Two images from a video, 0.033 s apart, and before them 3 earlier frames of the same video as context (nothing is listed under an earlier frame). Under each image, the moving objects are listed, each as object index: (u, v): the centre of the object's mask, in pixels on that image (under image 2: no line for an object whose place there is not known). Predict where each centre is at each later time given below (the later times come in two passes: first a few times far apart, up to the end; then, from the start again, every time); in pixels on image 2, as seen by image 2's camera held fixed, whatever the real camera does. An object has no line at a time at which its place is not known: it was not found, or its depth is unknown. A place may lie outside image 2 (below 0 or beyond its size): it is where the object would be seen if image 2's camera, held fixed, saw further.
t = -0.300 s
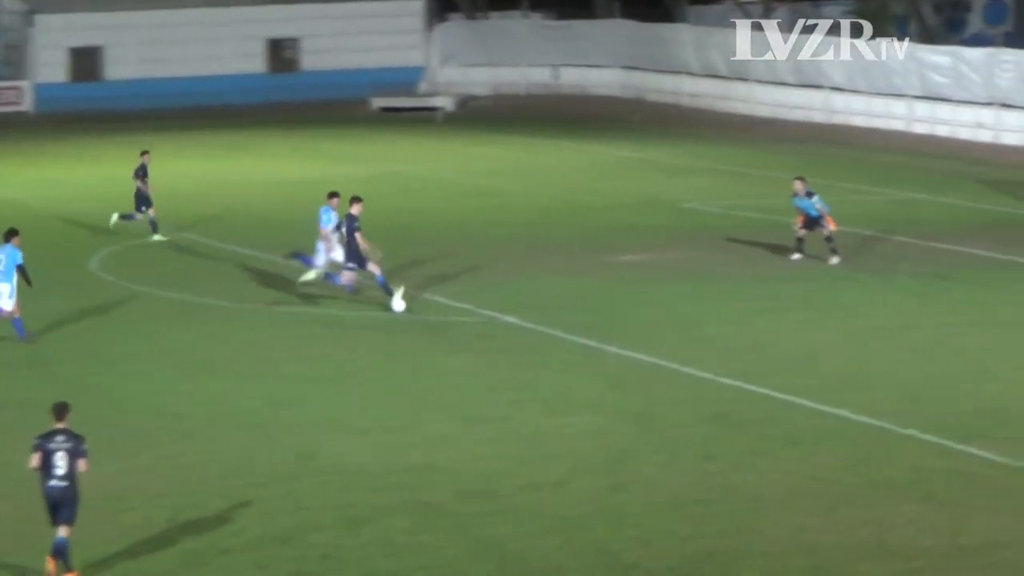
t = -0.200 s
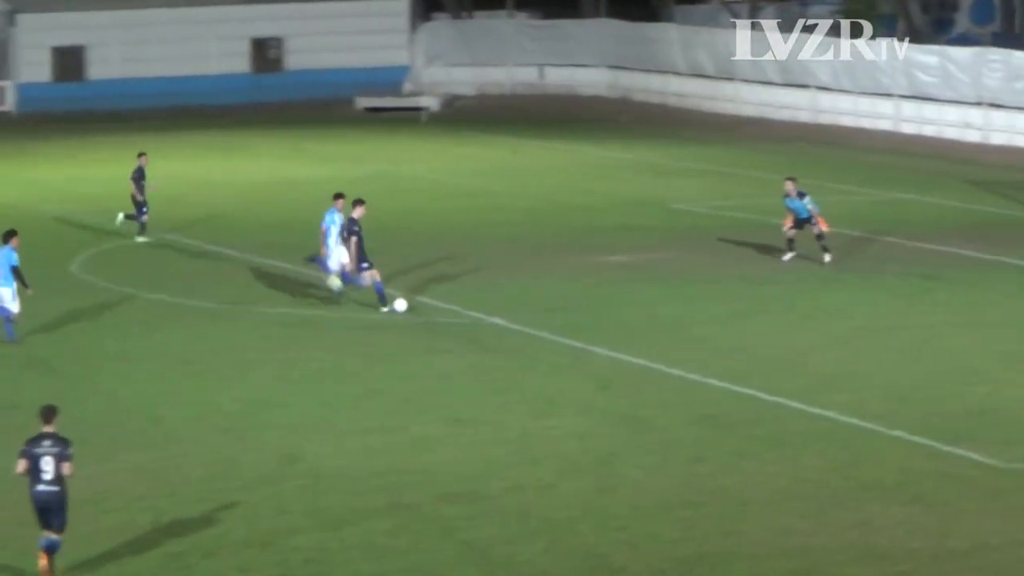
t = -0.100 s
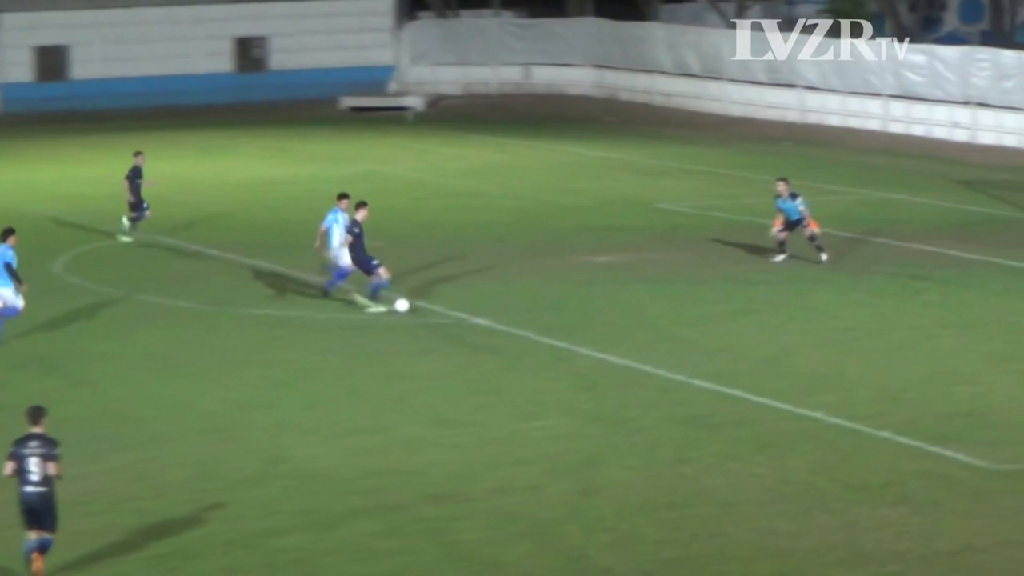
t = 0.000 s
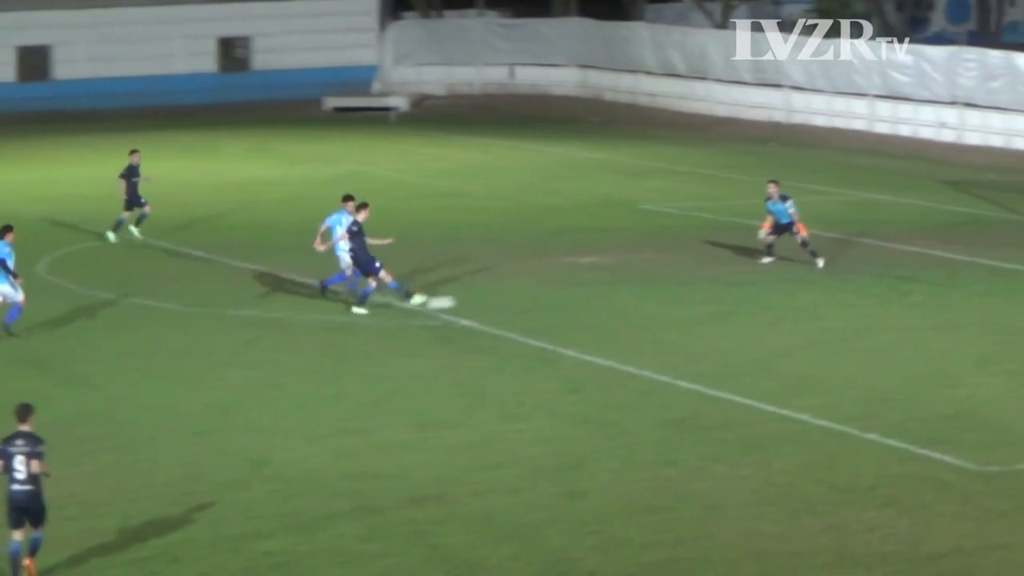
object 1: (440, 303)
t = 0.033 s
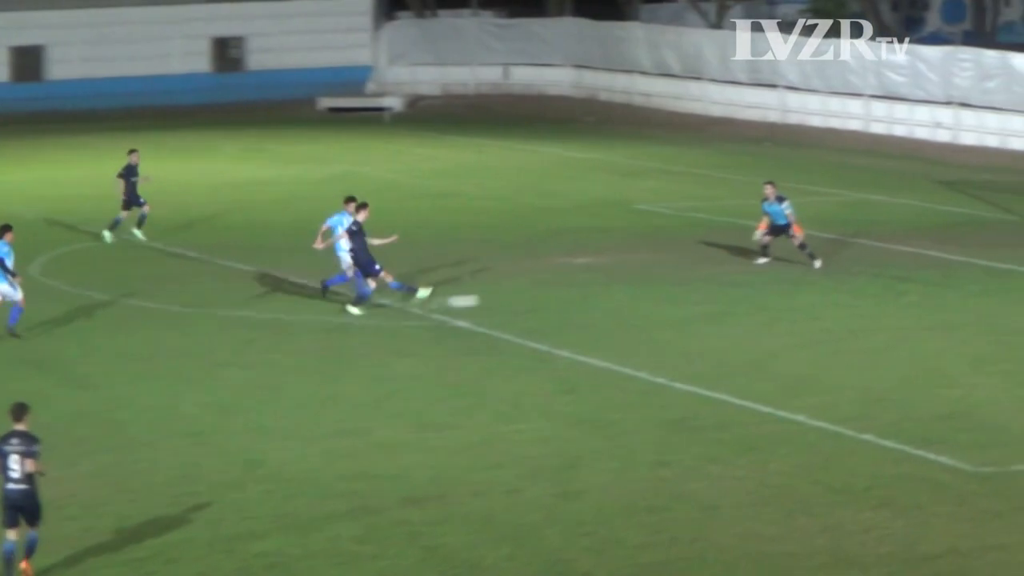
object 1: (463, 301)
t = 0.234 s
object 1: (604, 294)
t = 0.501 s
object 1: (764, 282)
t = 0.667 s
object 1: (851, 276)
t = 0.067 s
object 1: (481, 300)
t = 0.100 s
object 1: (509, 299)
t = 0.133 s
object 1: (535, 297)
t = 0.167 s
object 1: (554, 296)
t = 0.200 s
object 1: (581, 295)
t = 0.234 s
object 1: (604, 294)
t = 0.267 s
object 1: (623, 293)
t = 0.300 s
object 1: (645, 290)
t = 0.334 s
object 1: (667, 288)
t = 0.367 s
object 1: (685, 286)
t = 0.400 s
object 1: (706, 285)
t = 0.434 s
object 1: (727, 283)
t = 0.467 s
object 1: (744, 282)
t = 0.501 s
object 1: (764, 282)
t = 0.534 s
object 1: (782, 281)
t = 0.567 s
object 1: (797, 280)
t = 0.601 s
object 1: (818, 279)
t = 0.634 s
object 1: (834, 278)
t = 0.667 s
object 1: (851, 276)
